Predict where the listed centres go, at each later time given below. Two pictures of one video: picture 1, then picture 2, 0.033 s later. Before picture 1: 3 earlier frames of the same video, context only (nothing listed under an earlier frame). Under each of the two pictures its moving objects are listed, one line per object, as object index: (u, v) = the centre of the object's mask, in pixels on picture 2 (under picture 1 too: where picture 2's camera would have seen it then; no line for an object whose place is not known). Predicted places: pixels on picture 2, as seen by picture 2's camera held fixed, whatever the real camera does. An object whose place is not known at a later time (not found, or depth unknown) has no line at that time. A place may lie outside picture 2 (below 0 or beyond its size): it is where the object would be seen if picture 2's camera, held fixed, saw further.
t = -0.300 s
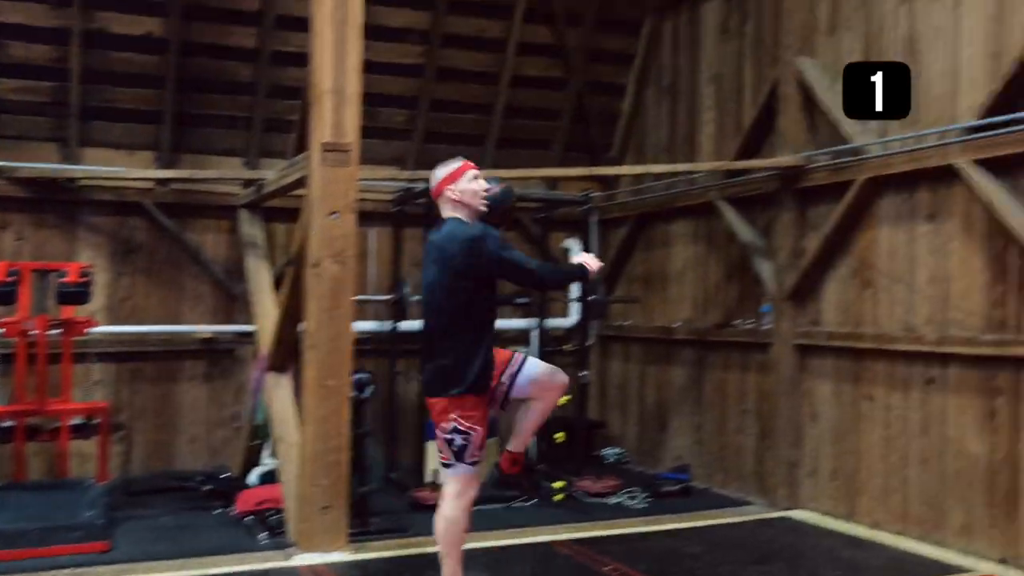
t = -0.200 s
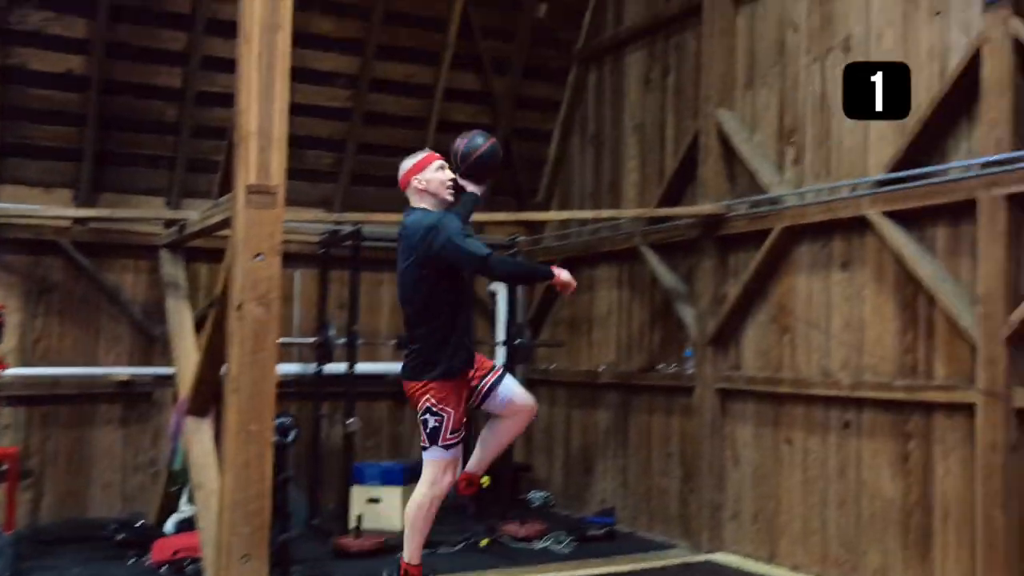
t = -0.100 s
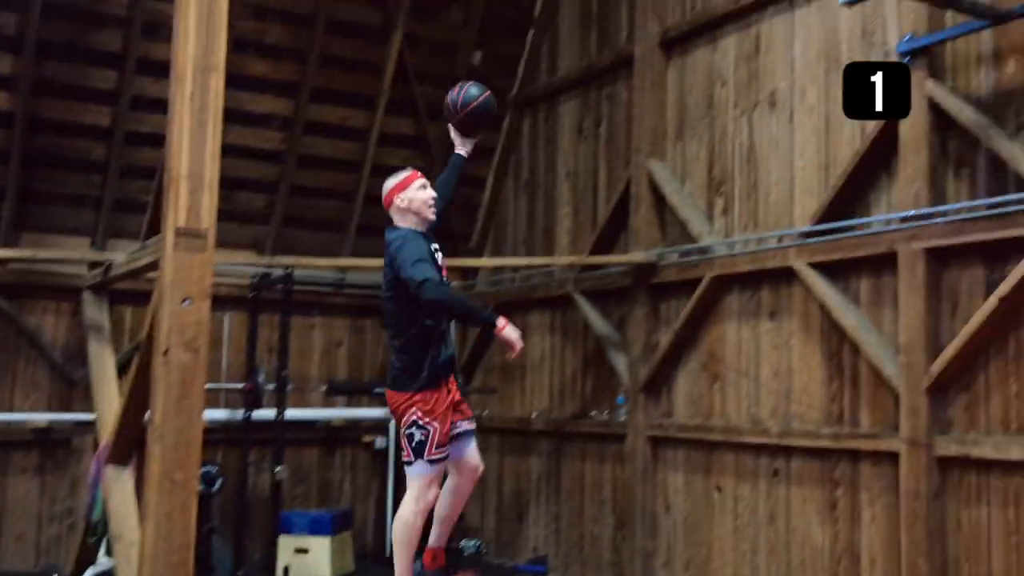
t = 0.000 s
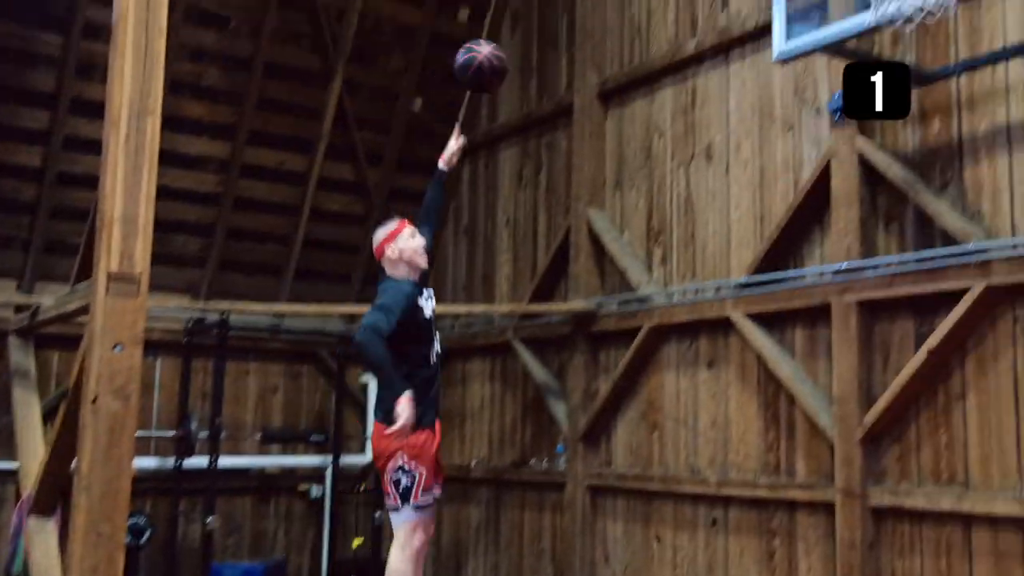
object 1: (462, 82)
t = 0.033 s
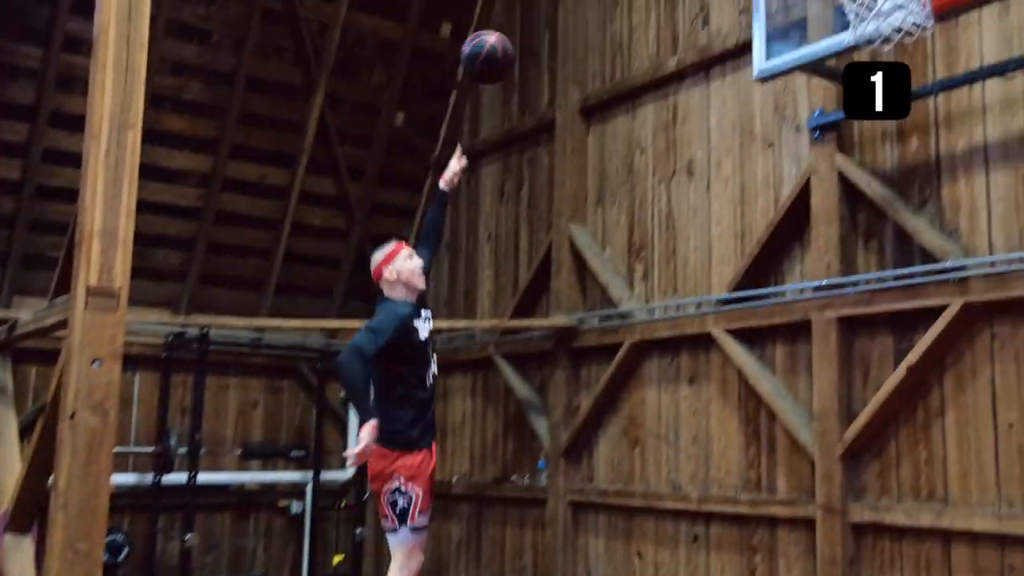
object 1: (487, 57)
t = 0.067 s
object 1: (512, 33)
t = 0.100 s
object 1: (538, 11)
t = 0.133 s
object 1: (563, -8)
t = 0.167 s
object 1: (588, -26)
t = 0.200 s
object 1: (615, -41)
